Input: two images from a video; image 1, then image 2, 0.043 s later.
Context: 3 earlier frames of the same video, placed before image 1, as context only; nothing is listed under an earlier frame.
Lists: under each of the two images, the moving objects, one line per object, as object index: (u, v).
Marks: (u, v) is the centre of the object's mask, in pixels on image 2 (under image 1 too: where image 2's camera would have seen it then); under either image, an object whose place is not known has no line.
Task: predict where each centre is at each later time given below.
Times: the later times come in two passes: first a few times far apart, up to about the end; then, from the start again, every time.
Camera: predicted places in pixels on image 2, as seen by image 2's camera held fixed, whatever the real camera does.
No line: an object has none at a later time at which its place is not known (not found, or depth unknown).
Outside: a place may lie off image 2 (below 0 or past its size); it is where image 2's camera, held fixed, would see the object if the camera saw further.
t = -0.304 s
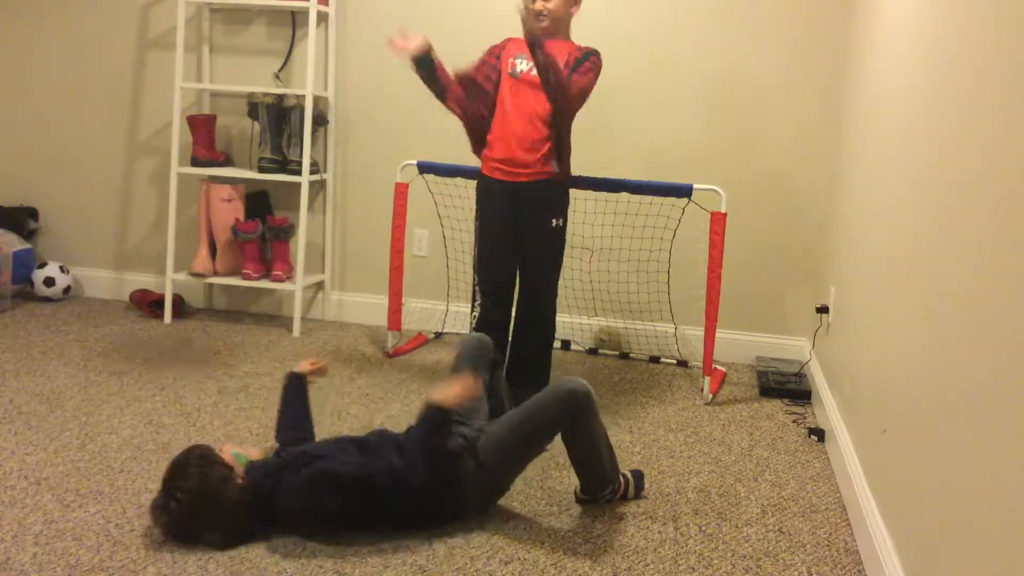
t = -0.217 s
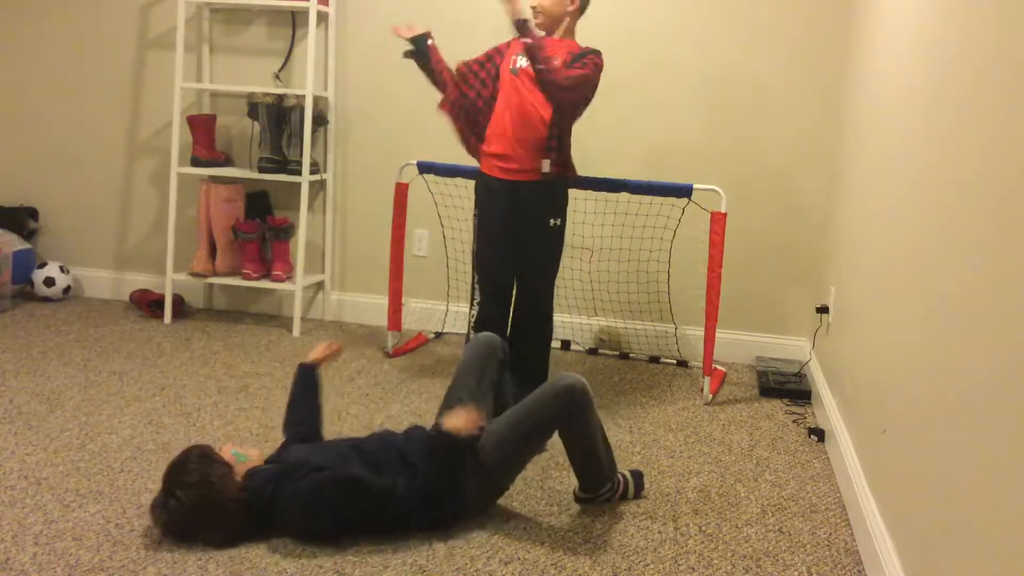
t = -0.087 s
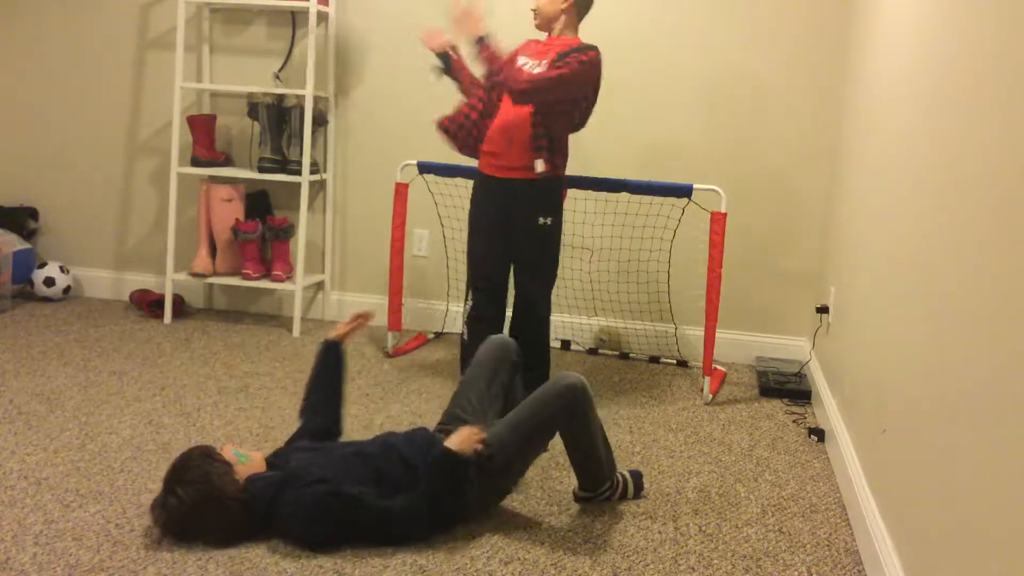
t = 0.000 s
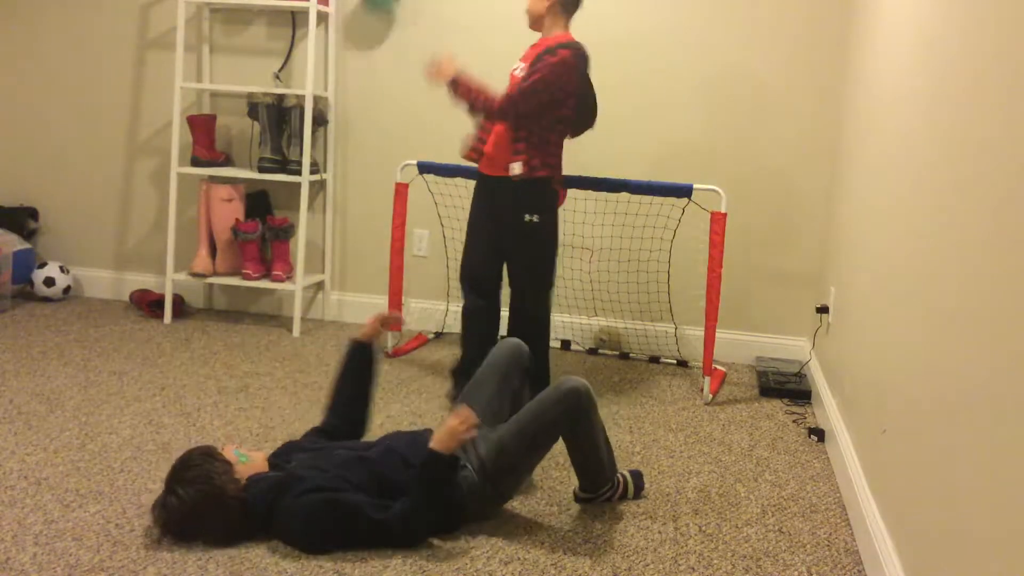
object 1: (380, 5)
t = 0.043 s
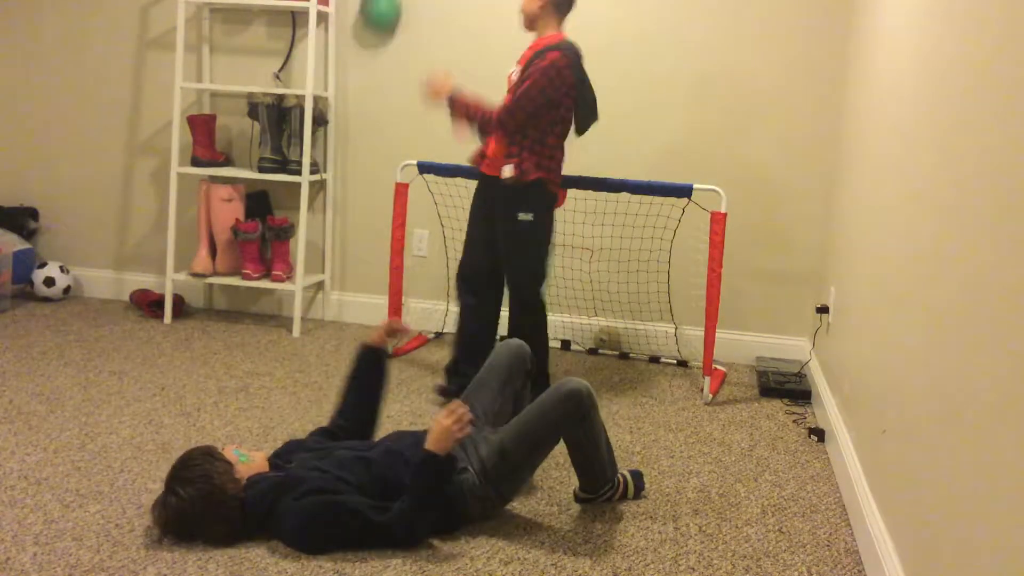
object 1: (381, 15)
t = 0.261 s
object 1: (329, 122)
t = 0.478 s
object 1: (268, 349)
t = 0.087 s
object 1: (373, 23)
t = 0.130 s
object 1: (363, 38)
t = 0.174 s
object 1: (353, 59)
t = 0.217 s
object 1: (340, 88)
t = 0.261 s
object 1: (329, 122)
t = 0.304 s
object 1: (319, 157)
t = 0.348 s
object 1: (304, 200)
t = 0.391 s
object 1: (293, 249)
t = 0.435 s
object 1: (279, 309)
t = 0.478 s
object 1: (268, 349)
